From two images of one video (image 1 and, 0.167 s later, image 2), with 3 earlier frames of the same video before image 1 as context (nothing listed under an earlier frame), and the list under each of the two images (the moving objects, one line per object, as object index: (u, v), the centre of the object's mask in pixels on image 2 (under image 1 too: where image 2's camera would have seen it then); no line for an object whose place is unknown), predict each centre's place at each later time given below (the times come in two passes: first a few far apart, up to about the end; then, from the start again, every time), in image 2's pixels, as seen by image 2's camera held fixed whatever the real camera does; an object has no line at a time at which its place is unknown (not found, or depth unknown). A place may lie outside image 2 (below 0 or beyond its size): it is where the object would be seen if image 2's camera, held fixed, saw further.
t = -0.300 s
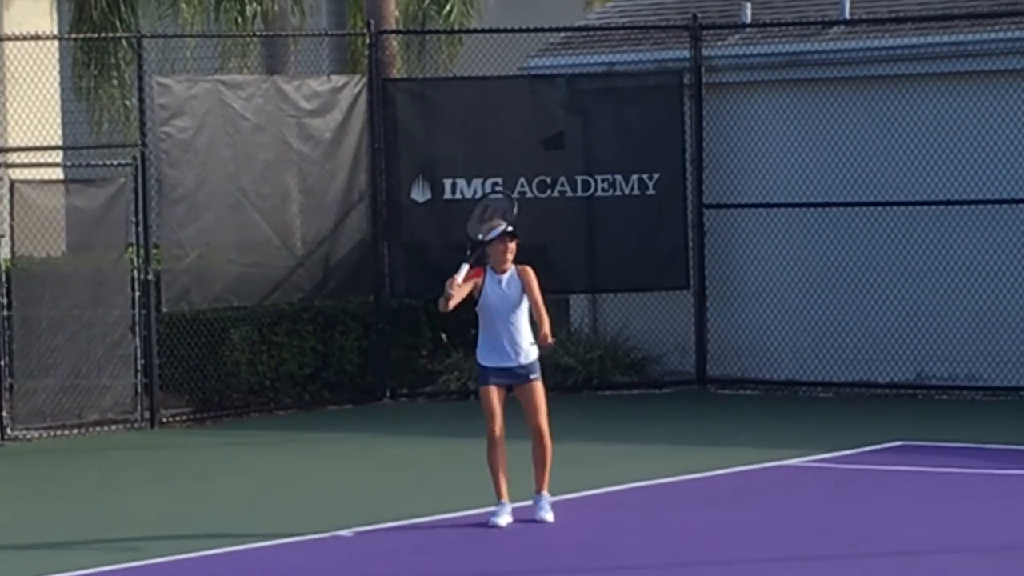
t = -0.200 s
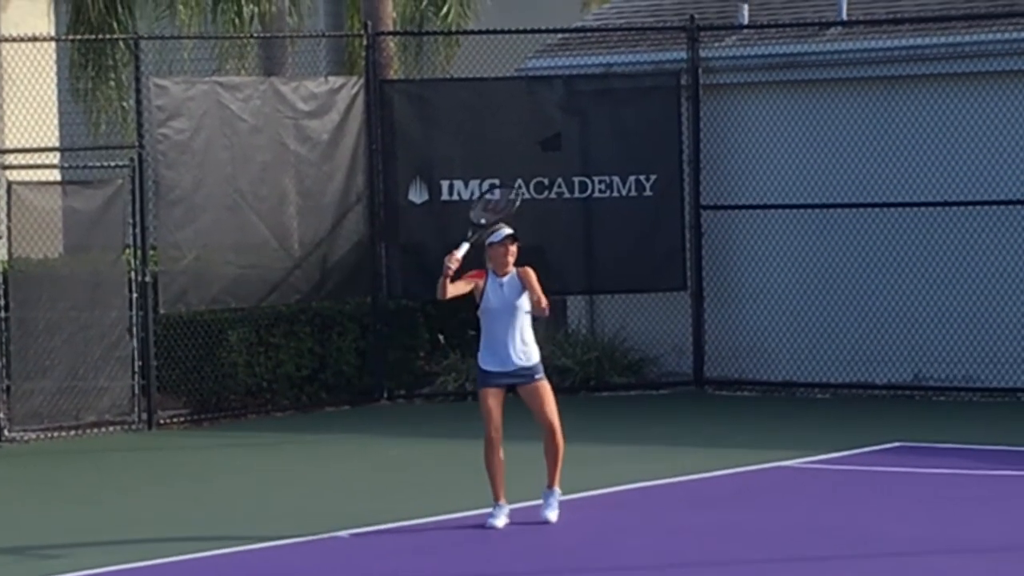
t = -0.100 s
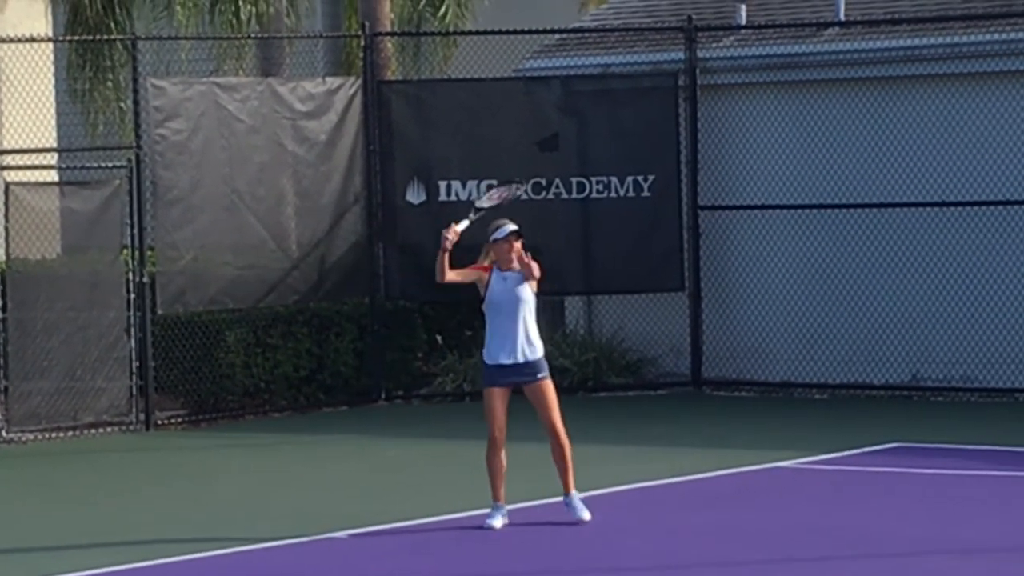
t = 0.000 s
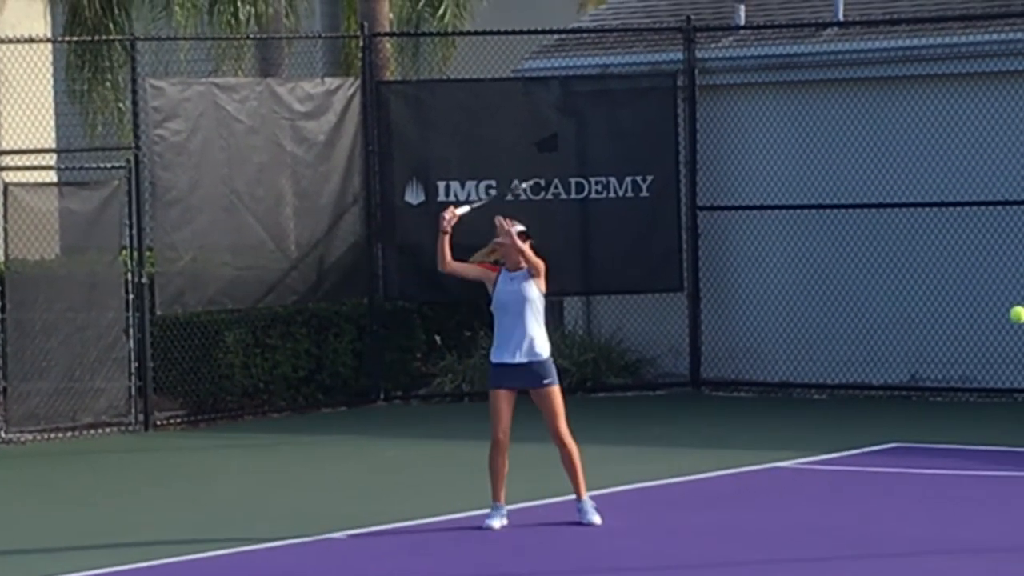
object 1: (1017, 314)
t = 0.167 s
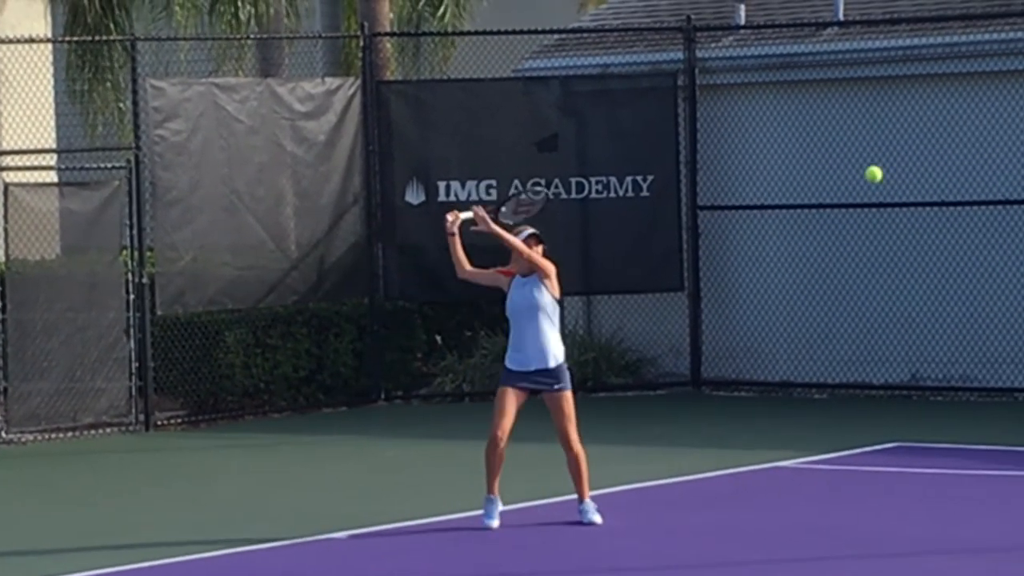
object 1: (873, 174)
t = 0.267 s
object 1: (794, 126)
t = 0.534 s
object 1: (604, 112)
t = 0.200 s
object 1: (846, 155)
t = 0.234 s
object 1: (820, 139)
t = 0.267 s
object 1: (794, 126)
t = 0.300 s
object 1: (768, 115)
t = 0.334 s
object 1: (743, 107)
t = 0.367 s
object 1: (719, 102)
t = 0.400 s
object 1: (695, 99)
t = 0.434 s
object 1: (671, 99)
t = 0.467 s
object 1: (648, 101)
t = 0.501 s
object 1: (626, 105)
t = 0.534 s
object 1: (604, 112)
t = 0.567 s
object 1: (582, 121)
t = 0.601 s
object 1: (561, 131)
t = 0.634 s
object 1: (541, 144)
